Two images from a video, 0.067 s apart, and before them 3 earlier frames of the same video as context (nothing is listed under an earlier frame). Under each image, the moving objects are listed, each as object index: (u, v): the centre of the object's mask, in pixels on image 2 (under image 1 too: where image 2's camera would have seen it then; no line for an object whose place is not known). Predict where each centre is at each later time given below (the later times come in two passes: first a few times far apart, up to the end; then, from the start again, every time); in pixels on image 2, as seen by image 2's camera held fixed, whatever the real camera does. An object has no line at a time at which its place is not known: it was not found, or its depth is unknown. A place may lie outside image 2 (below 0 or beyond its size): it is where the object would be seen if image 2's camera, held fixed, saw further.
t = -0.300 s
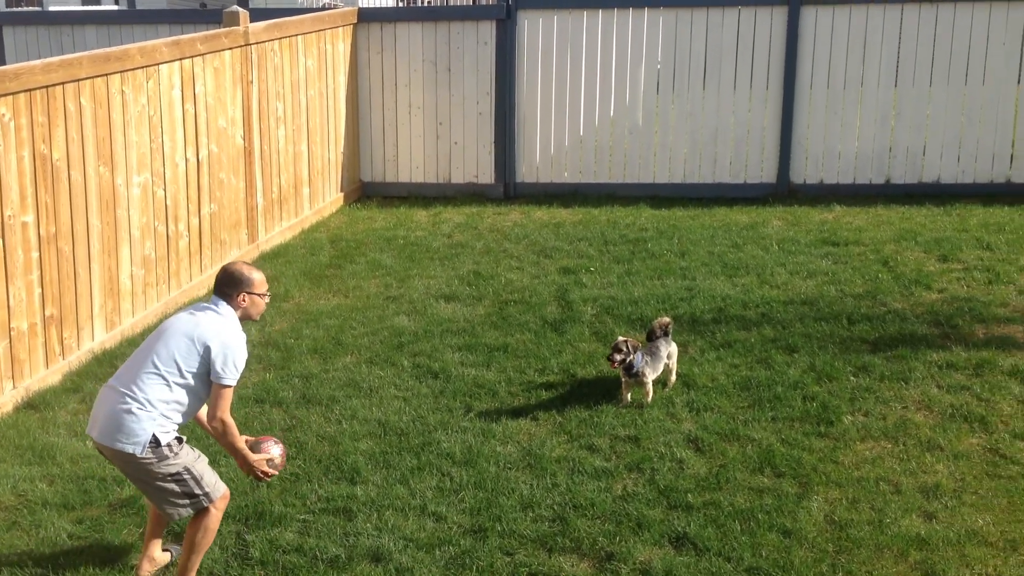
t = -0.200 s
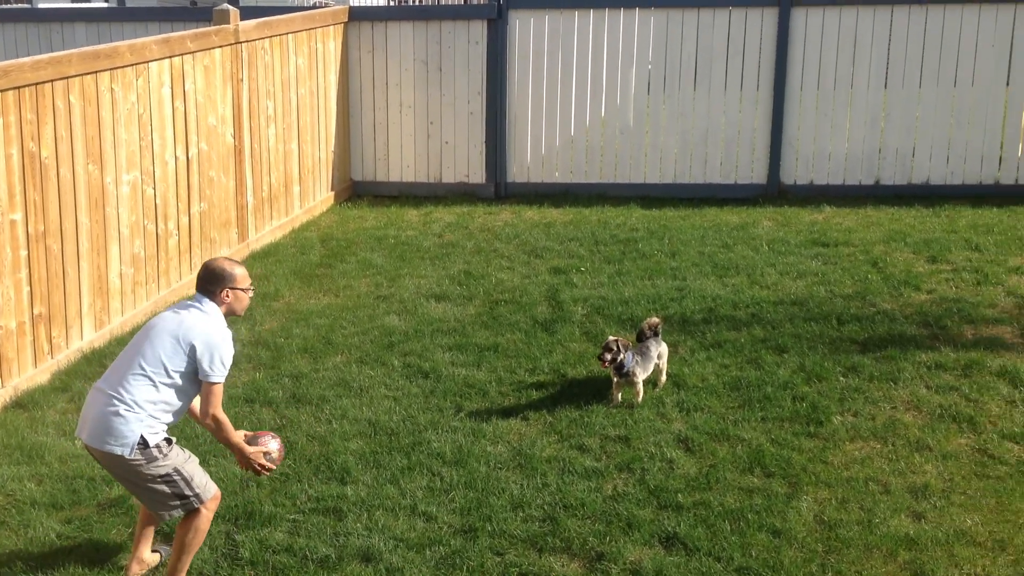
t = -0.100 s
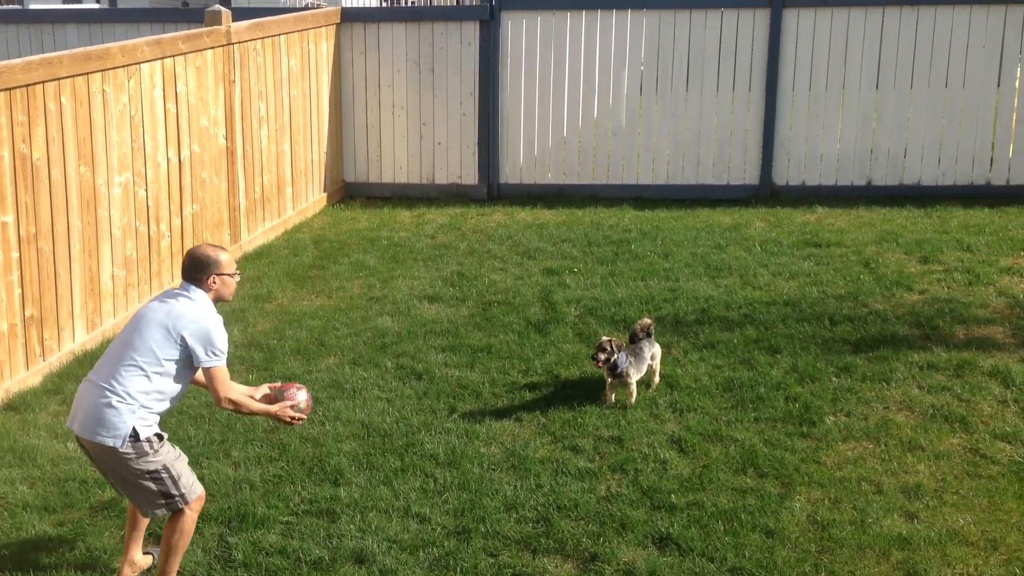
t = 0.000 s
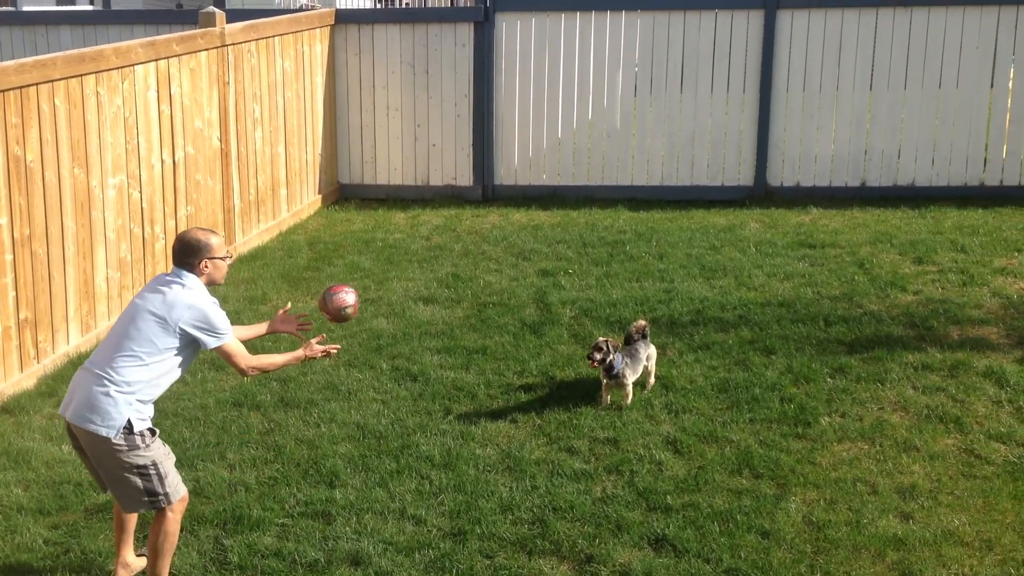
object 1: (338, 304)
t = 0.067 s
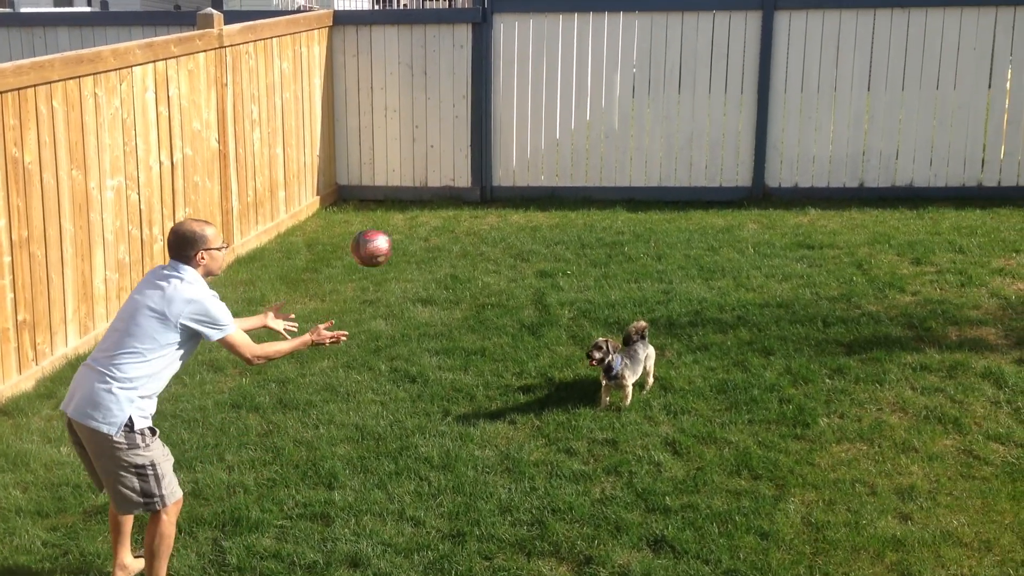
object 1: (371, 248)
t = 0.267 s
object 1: (465, 142)
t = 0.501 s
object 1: (559, 135)
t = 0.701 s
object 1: (626, 215)
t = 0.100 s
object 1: (388, 223)
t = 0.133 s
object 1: (404, 202)
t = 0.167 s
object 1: (419, 183)
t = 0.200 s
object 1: (435, 167)
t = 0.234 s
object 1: (449, 153)
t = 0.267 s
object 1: (465, 142)
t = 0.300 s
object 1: (479, 133)
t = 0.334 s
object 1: (493, 128)
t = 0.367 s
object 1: (507, 125)
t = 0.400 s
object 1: (521, 124)
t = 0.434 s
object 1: (534, 125)
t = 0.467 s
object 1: (547, 129)
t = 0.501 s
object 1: (559, 135)
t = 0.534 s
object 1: (571, 143)
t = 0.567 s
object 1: (583, 154)
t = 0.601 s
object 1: (594, 166)
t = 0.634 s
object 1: (605, 181)
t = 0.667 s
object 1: (616, 197)
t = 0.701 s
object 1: (626, 215)
